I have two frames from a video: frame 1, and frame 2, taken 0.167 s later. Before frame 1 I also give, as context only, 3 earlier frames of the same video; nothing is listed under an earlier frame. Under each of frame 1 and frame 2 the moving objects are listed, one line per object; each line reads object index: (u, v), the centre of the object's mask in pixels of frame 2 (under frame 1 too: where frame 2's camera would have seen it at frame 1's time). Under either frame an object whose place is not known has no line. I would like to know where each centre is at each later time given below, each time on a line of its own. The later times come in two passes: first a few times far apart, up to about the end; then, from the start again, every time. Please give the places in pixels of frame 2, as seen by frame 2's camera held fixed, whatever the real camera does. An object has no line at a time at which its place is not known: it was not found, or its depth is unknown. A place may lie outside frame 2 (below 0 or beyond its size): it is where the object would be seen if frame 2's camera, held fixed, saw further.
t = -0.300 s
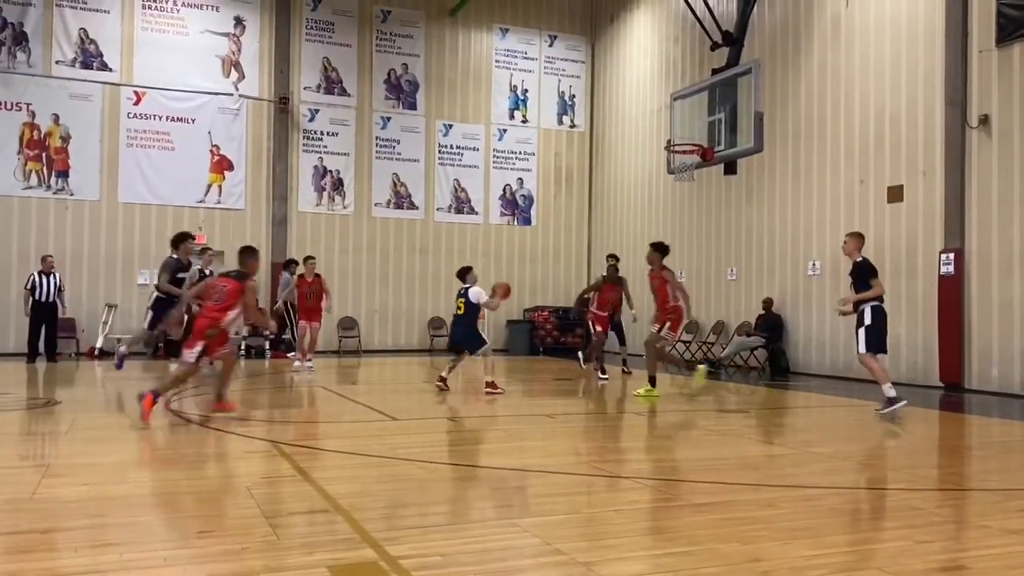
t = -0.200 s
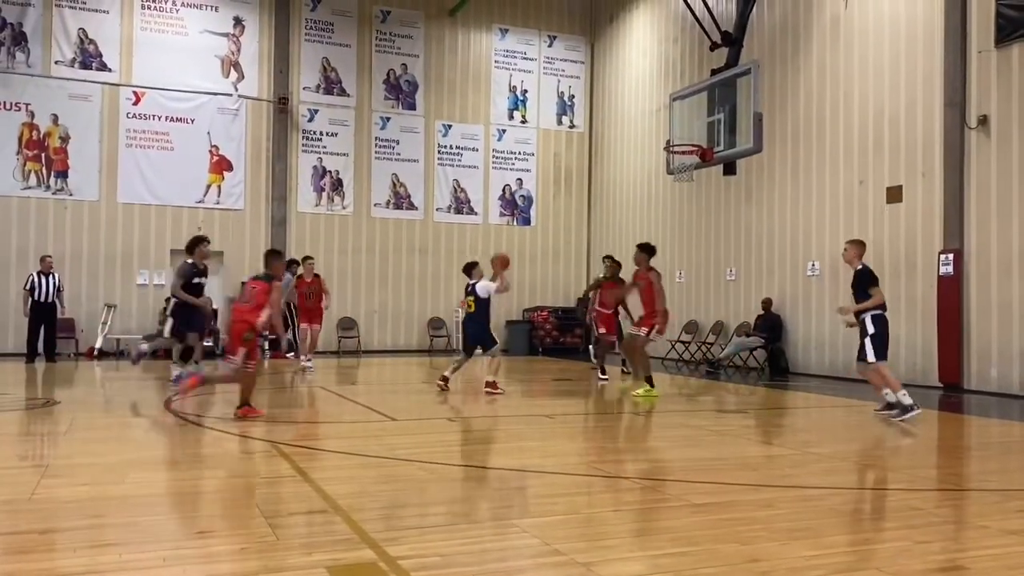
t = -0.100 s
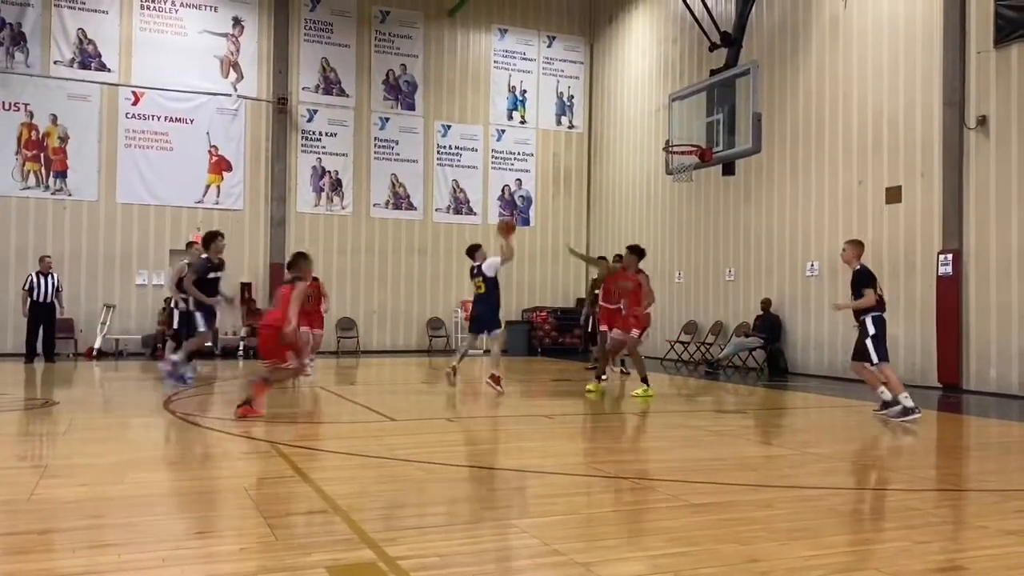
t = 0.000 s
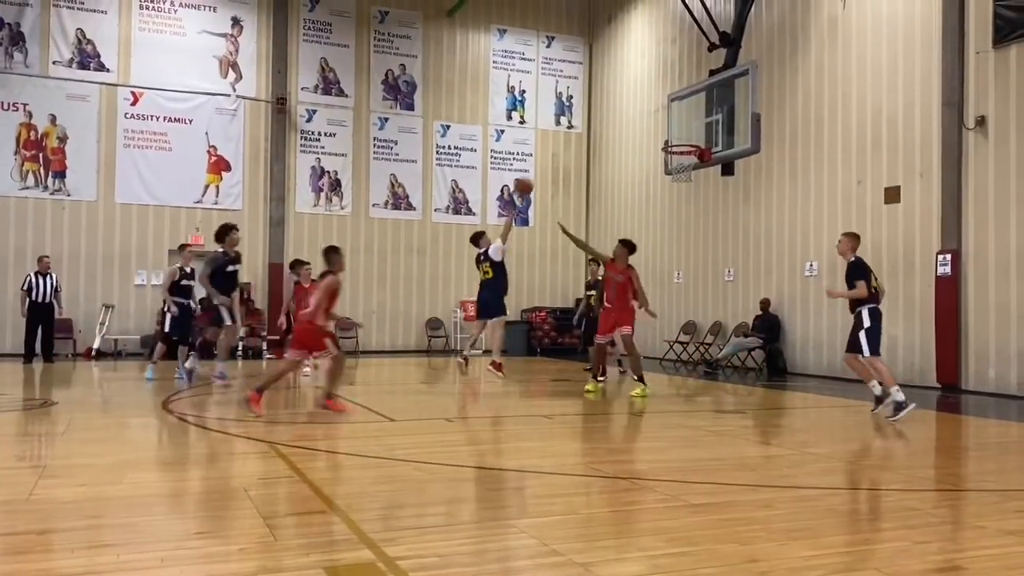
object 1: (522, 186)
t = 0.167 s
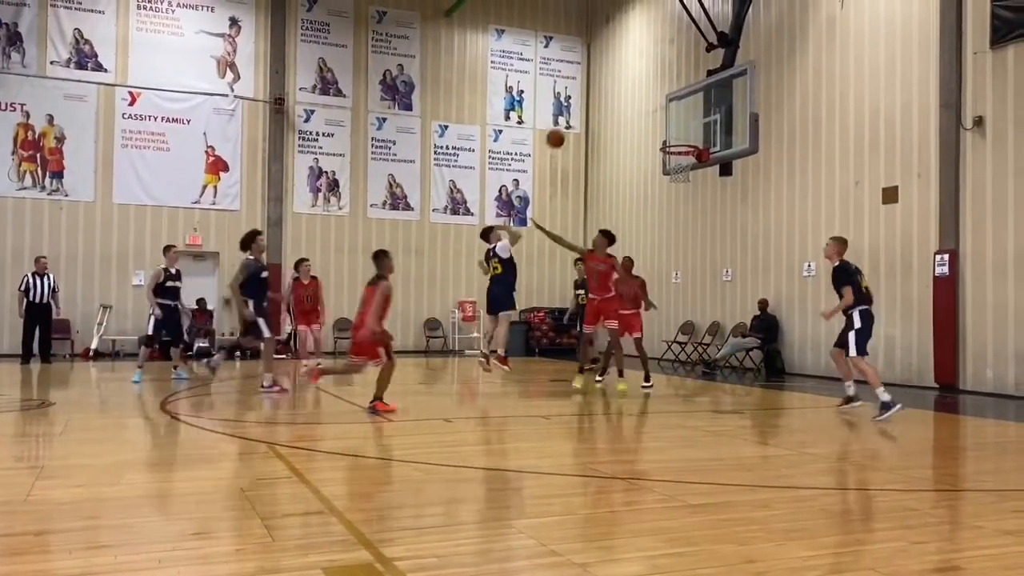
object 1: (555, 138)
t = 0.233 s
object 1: (569, 125)
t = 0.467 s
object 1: (614, 106)
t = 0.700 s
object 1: (656, 129)
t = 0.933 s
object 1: (692, 178)
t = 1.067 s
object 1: (702, 203)
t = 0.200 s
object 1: (562, 132)
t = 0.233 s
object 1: (569, 125)
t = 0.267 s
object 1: (575, 120)
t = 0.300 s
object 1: (582, 116)
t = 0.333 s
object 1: (588, 112)
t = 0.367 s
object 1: (596, 110)
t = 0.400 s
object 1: (601, 108)
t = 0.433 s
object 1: (607, 106)
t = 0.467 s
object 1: (614, 106)
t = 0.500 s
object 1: (620, 107)
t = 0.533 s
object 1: (626, 109)
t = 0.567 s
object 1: (632, 111)
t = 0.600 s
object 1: (639, 115)
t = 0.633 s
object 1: (644, 119)
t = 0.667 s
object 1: (651, 124)
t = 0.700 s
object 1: (656, 129)
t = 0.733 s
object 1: (662, 136)
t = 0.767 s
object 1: (668, 144)
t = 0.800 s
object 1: (676, 152)
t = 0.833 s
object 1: (680, 159)
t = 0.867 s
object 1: (685, 170)
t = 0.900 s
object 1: (690, 176)
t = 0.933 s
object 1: (692, 178)
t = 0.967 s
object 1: (695, 183)
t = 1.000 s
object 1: (697, 189)
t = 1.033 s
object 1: (700, 195)
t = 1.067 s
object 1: (702, 203)
